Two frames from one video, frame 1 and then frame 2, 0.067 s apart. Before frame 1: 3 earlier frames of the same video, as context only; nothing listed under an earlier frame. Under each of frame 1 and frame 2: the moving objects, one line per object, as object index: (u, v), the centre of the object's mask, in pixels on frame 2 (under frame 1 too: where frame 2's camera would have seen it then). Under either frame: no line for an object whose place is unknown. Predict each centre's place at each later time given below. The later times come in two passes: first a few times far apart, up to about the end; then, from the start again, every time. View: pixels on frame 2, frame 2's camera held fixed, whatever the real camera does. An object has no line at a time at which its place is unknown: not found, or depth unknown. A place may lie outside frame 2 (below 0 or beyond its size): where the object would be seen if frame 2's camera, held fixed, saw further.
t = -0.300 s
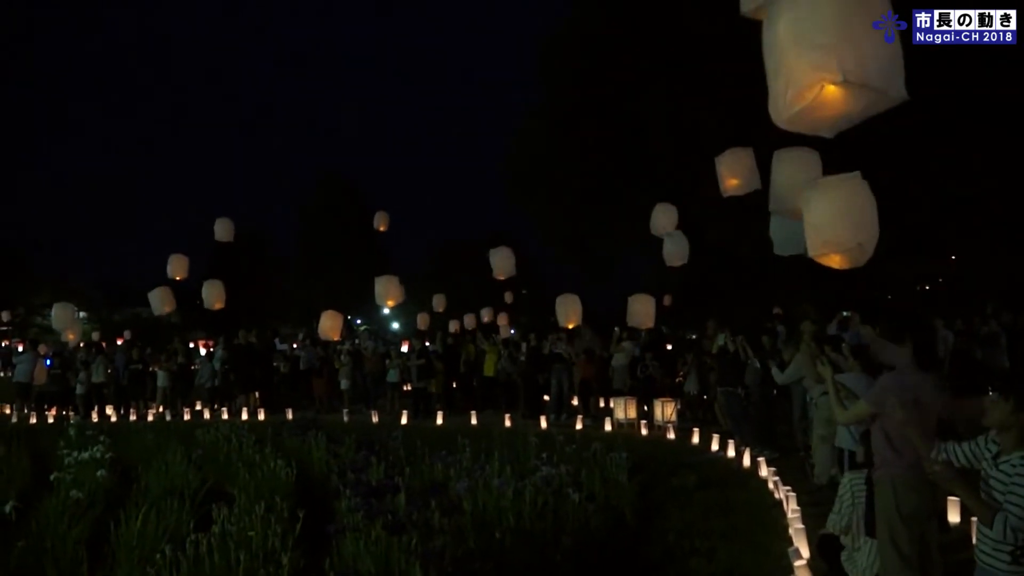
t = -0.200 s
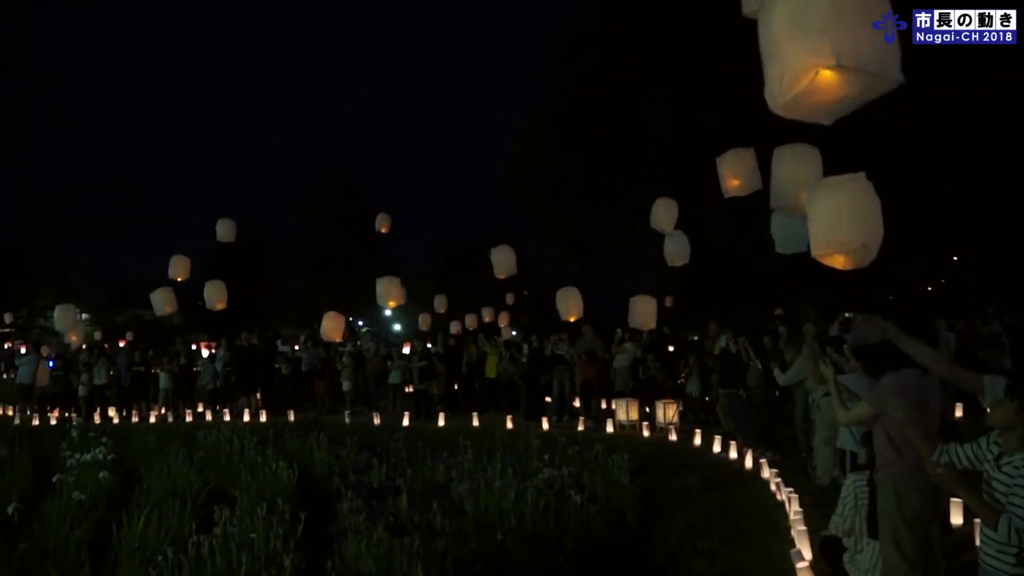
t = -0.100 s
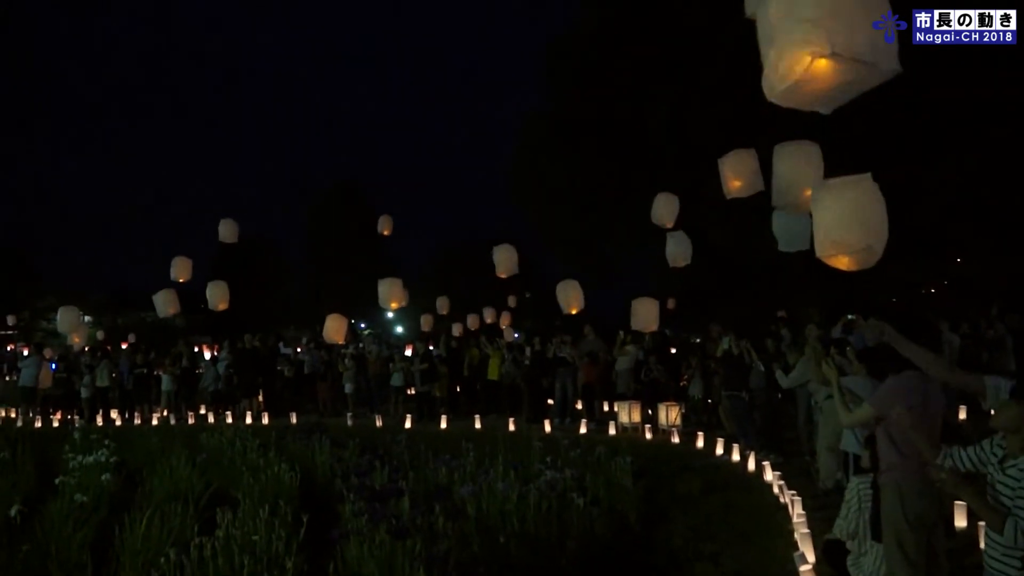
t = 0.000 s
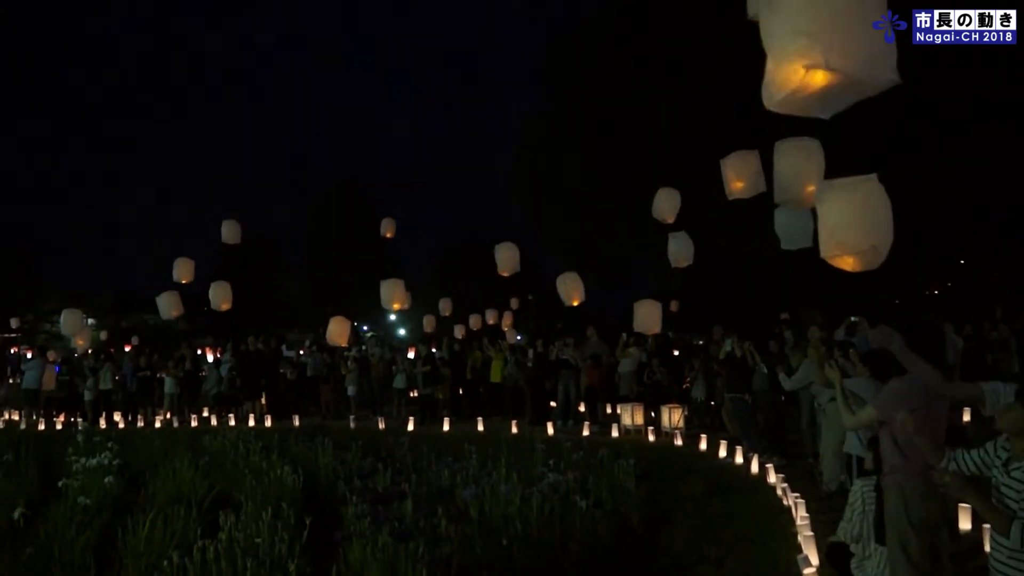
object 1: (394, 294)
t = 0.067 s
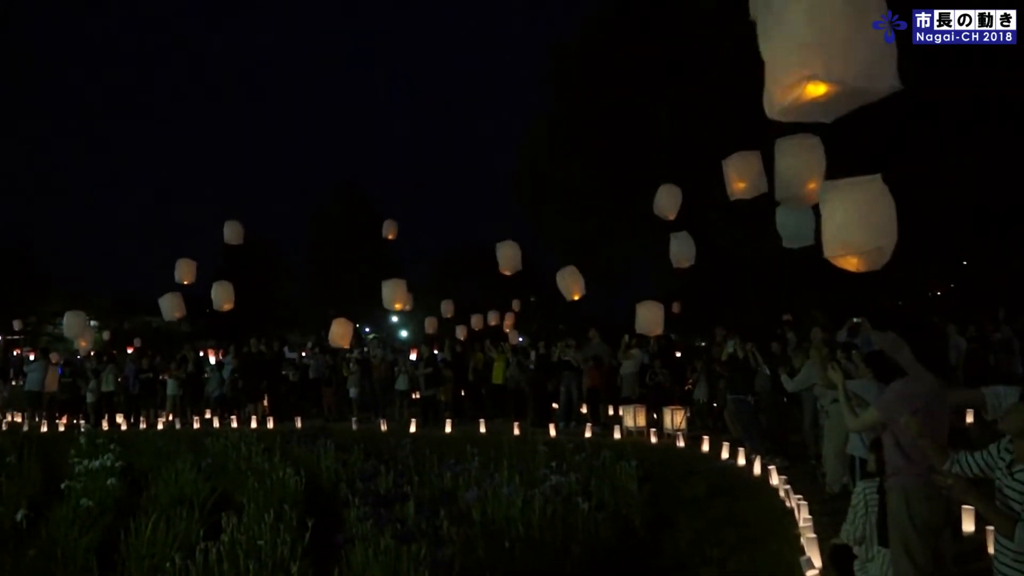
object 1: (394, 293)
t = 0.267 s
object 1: (392, 287)
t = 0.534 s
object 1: (390, 280)
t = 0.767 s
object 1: (387, 270)
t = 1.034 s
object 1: (382, 255)
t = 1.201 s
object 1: (378, 244)
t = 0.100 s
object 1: (393, 292)
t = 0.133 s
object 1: (393, 291)
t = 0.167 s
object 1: (393, 290)
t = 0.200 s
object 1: (392, 289)
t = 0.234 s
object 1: (392, 287)
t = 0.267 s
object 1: (392, 287)
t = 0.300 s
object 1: (392, 286)
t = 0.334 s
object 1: (392, 285)
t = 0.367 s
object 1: (392, 285)
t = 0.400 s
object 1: (392, 284)
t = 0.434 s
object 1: (391, 283)
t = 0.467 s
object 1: (391, 282)
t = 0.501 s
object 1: (390, 281)
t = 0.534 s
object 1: (390, 280)
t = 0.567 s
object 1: (390, 278)
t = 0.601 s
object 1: (389, 277)
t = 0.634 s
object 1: (389, 276)
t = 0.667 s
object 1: (388, 274)
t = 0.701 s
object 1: (388, 273)
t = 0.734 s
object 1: (388, 271)
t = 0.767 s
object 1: (387, 270)
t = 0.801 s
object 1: (387, 268)
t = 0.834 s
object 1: (386, 266)
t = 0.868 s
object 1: (385, 264)
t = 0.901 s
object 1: (385, 262)
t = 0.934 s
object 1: (384, 260)
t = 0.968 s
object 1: (383, 258)
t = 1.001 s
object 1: (383, 257)
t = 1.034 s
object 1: (382, 255)
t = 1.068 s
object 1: (381, 253)
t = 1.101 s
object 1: (380, 251)
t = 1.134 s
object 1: (380, 248)
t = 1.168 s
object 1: (379, 246)
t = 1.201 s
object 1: (378, 244)
